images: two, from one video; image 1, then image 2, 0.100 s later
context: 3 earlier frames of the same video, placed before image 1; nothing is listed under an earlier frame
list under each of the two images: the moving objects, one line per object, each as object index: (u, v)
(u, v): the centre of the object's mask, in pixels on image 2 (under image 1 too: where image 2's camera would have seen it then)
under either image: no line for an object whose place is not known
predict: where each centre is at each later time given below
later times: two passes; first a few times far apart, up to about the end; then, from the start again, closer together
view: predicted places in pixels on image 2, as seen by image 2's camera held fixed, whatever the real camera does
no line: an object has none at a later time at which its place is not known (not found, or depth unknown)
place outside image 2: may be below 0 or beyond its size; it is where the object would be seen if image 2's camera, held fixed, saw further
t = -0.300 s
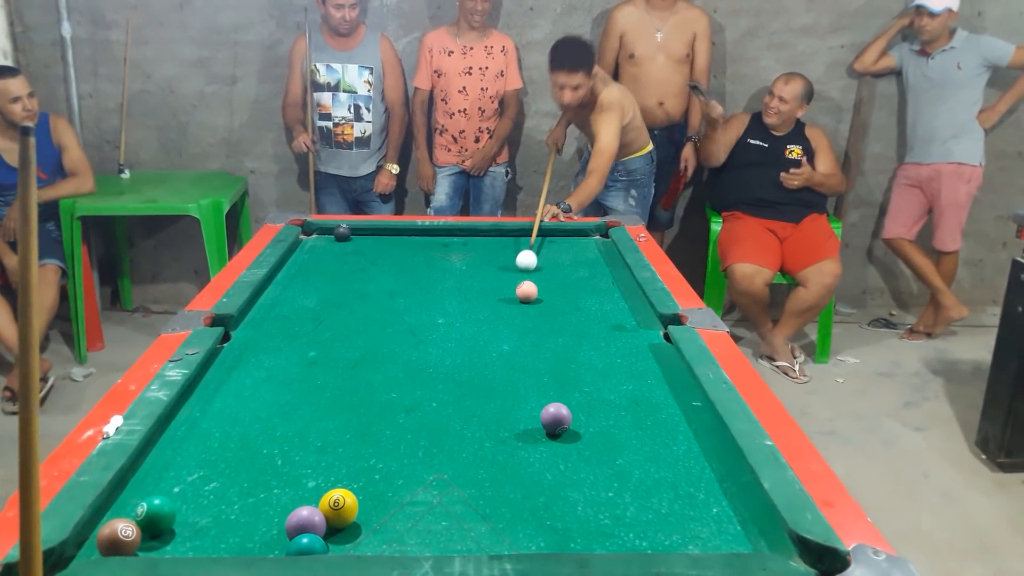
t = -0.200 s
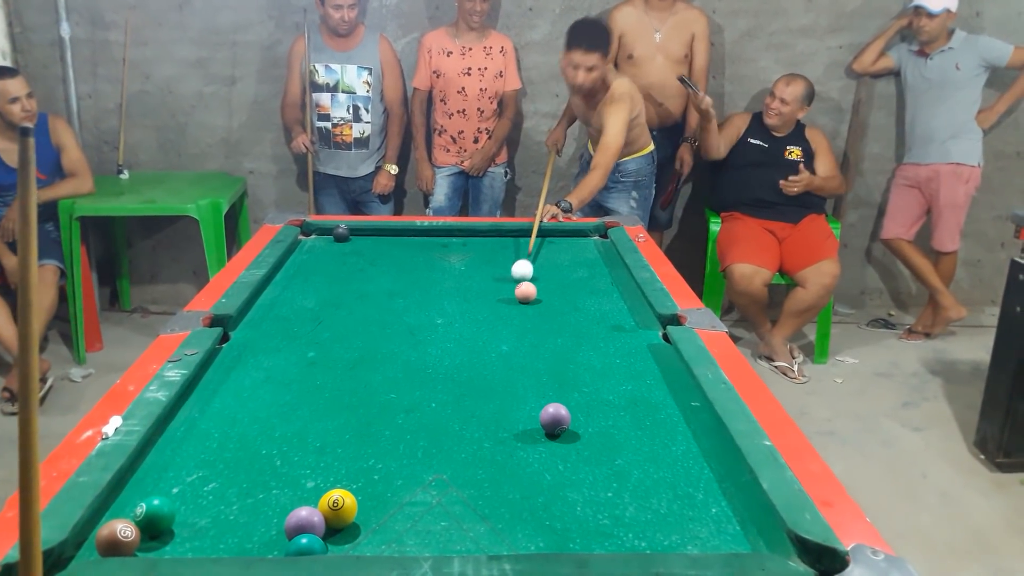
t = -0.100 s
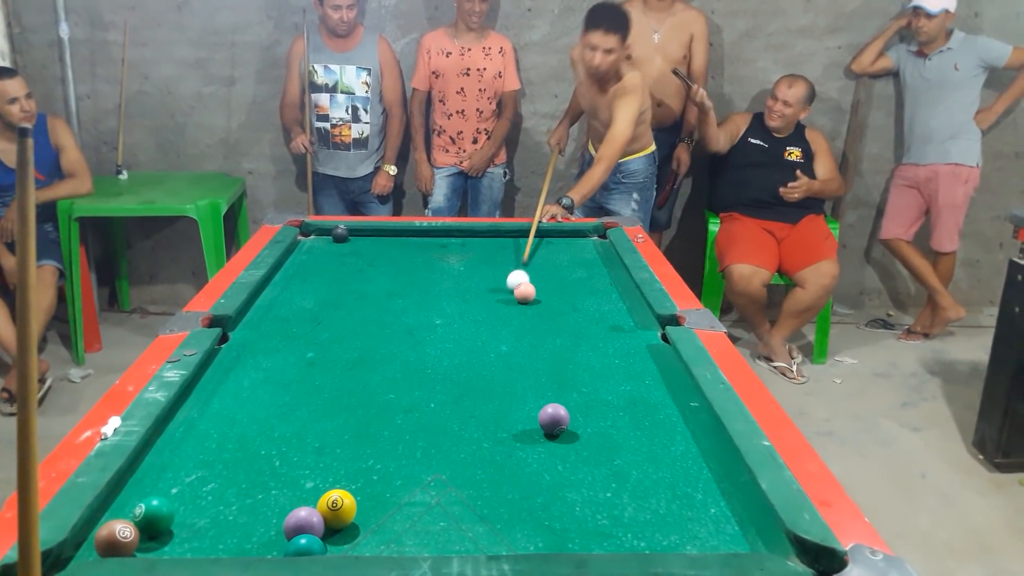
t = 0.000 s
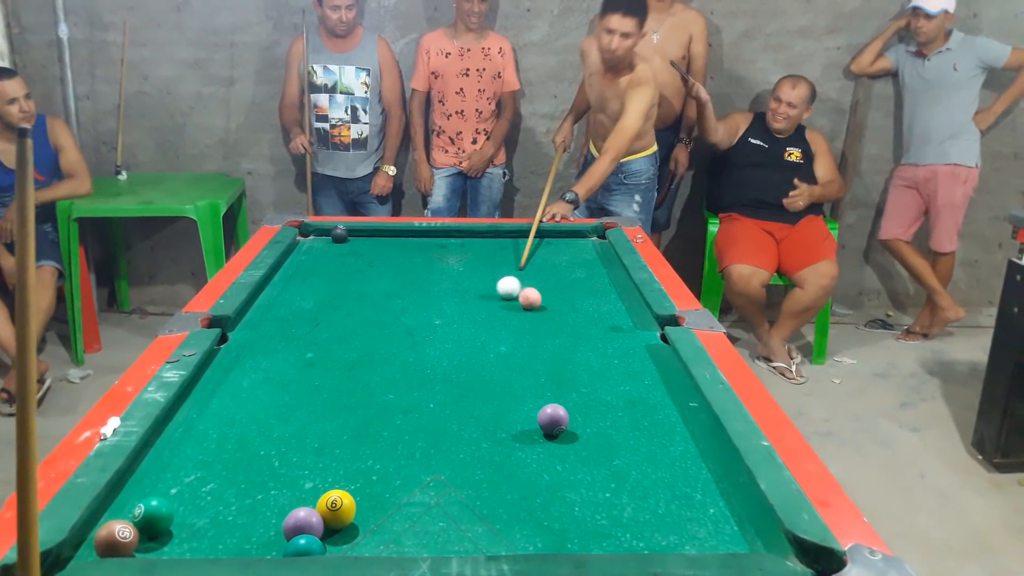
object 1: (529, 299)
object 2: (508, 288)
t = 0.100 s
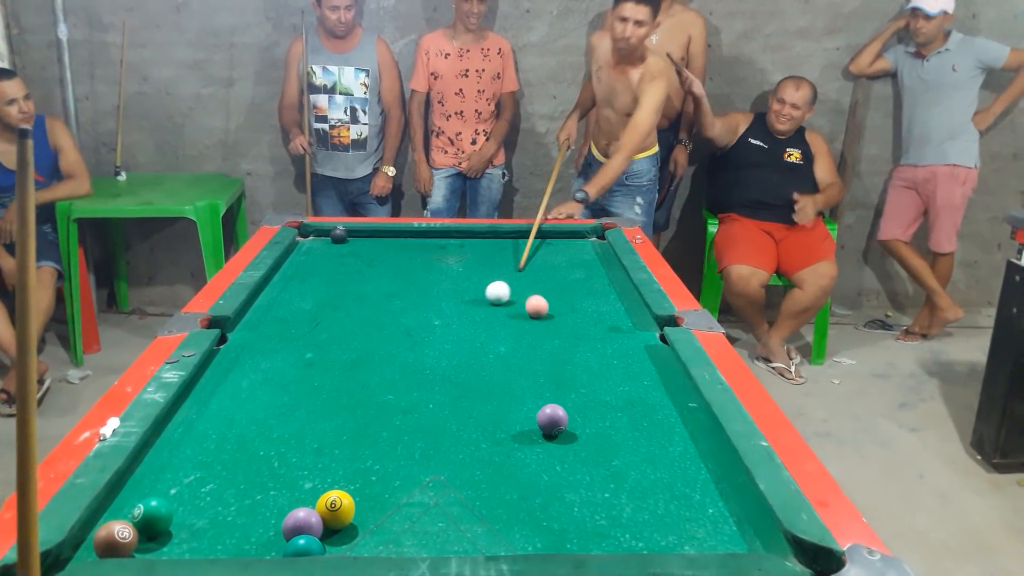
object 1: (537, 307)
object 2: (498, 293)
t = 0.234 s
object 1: (547, 317)
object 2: (484, 299)
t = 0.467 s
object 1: (566, 336)
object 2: (460, 310)
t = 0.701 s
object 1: (586, 356)
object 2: (437, 321)
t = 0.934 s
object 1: (609, 377)
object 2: (414, 332)
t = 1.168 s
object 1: (632, 400)
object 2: (392, 344)
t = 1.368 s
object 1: (655, 421)
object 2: (374, 354)
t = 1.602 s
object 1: (682, 446)
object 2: (353, 365)
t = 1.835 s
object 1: (711, 472)
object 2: (333, 375)
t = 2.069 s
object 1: (740, 498)
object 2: (315, 386)
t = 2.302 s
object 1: (740, 517)
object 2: (298, 395)
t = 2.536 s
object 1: (740, 534)
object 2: (282, 403)
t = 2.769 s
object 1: (739, 542)
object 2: (267, 411)
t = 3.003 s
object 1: (731, 538)
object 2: (255, 417)
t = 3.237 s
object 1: (724, 535)
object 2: (245, 423)
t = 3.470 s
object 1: (720, 533)
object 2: (239, 427)
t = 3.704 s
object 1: (719, 533)
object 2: (234, 429)
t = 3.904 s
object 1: (721, 534)
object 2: (233, 430)
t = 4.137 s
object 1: (721, 534)
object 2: (233, 430)
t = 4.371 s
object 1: (720, 533)
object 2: (234, 429)
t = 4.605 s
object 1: (720, 533)
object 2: (234, 429)
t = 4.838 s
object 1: (720, 533)
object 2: (233, 429)
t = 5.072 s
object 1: (720, 534)
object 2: (233, 429)
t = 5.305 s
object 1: (721, 534)
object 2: (233, 430)
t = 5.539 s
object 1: (721, 534)
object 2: (233, 430)
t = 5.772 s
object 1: (721, 534)
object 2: (233, 429)
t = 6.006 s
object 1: (721, 534)
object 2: (233, 429)
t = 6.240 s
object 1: (721, 534)
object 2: (233, 430)
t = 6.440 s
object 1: (721, 534)
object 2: (233, 430)
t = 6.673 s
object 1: (721, 534)
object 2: (233, 430)
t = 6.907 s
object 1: (721, 534)
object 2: (233, 430)
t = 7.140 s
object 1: (721, 534)
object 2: (233, 429)
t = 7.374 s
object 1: (721, 534)
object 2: (233, 429)
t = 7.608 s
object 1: (721, 534)
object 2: (233, 429)
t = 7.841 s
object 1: (721, 534)
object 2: (233, 429)
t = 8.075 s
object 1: (721, 534)
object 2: (233, 429)
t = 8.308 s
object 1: (721, 534)
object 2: (233, 430)
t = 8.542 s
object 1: (721, 534)
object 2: (233, 429)
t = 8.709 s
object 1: (721, 534)
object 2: (233, 429)
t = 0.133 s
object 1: (539, 309)
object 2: (494, 294)
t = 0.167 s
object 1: (542, 311)
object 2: (491, 296)
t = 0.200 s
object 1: (544, 314)
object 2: (488, 297)
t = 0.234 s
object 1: (547, 317)
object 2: (484, 299)
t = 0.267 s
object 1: (549, 320)
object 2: (481, 300)
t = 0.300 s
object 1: (552, 322)
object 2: (477, 302)
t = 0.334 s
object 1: (555, 325)
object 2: (474, 304)
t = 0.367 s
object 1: (558, 327)
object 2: (471, 305)
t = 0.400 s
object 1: (560, 330)
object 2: (467, 307)
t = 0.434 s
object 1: (563, 333)
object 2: (464, 308)
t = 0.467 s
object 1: (566, 336)
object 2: (460, 310)
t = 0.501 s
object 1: (569, 339)
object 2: (457, 311)
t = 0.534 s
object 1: (572, 341)
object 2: (454, 313)
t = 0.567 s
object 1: (575, 344)
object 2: (450, 314)
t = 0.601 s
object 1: (578, 347)
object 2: (447, 316)
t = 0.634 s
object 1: (580, 350)
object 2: (444, 318)
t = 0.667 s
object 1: (583, 353)
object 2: (441, 319)
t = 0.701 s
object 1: (586, 356)
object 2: (437, 321)
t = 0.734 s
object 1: (590, 358)
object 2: (434, 323)
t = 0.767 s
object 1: (593, 362)
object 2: (431, 324)
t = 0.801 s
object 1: (596, 365)
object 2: (427, 326)
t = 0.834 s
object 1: (599, 368)
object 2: (424, 327)
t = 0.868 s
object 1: (602, 371)
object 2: (421, 329)
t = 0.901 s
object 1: (605, 374)
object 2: (417, 331)
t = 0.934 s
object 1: (609, 377)
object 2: (414, 332)
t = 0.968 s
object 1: (612, 381)
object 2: (411, 334)
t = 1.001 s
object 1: (615, 384)
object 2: (408, 336)
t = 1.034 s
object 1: (619, 387)
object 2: (405, 337)
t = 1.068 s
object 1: (622, 391)
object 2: (402, 339)
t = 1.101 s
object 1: (626, 394)
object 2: (399, 341)
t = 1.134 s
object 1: (629, 397)
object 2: (395, 342)
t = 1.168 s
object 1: (632, 400)
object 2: (392, 344)
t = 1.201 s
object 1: (636, 404)
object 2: (389, 346)
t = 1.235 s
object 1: (640, 407)
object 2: (386, 347)
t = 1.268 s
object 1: (643, 411)
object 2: (383, 349)
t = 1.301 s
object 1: (647, 414)
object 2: (380, 350)
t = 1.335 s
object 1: (651, 418)
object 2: (377, 352)
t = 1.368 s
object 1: (655, 421)
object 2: (374, 354)
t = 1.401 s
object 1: (658, 425)
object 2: (371, 355)
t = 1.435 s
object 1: (662, 428)
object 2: (368, 357)
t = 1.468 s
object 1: (666, 432)
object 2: (365, 358)
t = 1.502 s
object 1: (670, 436)
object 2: (362, 360)
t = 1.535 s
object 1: (674, 439)
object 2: (359, 362)
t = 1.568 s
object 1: (678, 443)
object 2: (356, 363)
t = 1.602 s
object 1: (682, 446)
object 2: (353, 365)
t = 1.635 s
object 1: (686, 450)
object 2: (350, 366)
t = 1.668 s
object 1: (690, 454)
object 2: (348, 368)
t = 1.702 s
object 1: (694, 458)
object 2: (345, 370)
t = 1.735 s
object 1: (698, 461)
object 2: (342, 371)
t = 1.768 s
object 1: (703, 465)
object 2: (339, 372)
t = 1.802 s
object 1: (707, 468)
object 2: (336, 374)
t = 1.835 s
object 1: (711, 472)
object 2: (333, 375)
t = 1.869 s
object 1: (715, 476)
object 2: (331, 377)
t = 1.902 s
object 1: (720, 480)
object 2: (328, 378)
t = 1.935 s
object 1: (724, 483)
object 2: (325, 380)
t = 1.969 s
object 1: (728, 487)
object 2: (322, 381)
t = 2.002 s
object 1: (732, 490)
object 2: (320, 383)
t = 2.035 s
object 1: (737, 494)
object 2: (317, 384)
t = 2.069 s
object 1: (740, 498)
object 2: (315, 386)
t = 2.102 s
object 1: (740, 501)
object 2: (312, 387)
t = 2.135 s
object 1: (740, 504)
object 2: (310, 388)
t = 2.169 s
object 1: (740, 506)
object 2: (307, 389)
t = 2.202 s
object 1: (740, 509)
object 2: (305, 391)
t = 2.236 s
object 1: (741, 512)
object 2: (302, 392)
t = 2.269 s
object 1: (740, 515)
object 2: (300, 393)
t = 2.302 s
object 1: (740, 517)
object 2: (298, 395)
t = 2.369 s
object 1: (740, 523)
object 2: (293, 397)
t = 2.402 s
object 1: (740, 525)
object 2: (291, 398)
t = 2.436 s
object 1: (740, 528)
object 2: (288, 400)
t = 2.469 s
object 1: (740, 531)
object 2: (286, 401)
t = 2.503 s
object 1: (740, 532)
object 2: (284, 402)
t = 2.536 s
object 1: (740, 534)
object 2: (282, 403)
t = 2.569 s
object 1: (740, 536)
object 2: (279, 405)
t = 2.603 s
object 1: (740, 537)
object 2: (277, 406)
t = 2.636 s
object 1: (740, 538)
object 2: (275, 407)
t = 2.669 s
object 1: (739, 539)
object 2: (273, 408)
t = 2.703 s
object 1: (739, 541)
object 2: (271, 409)
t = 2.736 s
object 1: (739, 542)
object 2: (269, 410)
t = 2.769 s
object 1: (739, 542)
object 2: (267, 411)
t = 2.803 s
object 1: (737, 542)
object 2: (265, 412)
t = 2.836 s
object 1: (736, 541)
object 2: (263, 413)
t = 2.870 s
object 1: (735, 540)
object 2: (262, 414)
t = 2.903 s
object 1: (735, 540)
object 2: (260, 415)
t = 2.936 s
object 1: (733, 539)
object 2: (258, 416)
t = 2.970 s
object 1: (732, 538)
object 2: (256, 416)
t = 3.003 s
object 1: (731, 538)
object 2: (255, 417)
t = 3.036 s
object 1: (731, 537)
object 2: (253, 418)
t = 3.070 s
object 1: (729, 537)
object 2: (252, 419)
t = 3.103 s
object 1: (728, 537)
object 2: (250, 419)
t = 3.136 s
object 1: (727, 536)
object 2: (249, 421)
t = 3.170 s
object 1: (726, 536)
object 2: (248, 421)
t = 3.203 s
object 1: (725, 535)
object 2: (246, 422)
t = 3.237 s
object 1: (724, 535)
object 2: (245, 423)
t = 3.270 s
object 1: (724, 535)
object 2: (244, 424)
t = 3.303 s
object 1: (723, 534)
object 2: (243, 424)
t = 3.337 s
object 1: (722, 534)
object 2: (242, 425)
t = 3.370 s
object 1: (722, 534)
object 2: (241, 425)
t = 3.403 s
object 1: (721, 534)
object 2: (240, 426)
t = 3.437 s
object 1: (721, 533)
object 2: (239, 426)
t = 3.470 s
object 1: (720, 533)
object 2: (239, 427)
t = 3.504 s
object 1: (719, 533)
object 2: (238, 428)
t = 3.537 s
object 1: (719, 533)
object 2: (237, 428)
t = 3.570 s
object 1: (719, 533)
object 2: (236, 428)
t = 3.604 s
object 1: (719, 533)
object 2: (236, 428)
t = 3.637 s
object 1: (719, 533)
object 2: (235, 429)
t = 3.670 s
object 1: (719, 533)
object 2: (235, 429)
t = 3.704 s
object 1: (719, 533)
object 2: (234, 429)
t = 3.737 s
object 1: (720, 533)
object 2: (234, 429)
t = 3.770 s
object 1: (720, 533)
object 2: (233, 429)
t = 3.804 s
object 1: (720, 534)
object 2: (233, 429)
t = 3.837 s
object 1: (720, 534)
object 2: (233, 430)
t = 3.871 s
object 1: (721, 534)
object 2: (233, 429)
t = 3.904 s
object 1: (721, 534)
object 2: (233, 430)
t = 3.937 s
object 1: (721, 534)
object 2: (233, 430)
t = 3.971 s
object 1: (721, 534)
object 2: (233, 430)
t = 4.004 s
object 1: (721, 534)
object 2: (233, 429)
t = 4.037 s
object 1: (721, 534)
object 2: (233, 430)
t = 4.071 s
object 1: (721, 534)
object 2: (233, 429)
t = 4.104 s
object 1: (721, 534)
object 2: (233, 430)
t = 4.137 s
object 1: (721, 534)
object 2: (233, 430)
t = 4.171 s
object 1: (721, 534)
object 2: (233, 429)
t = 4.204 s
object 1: (721, 534)
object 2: (233, 430)
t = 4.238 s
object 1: (721, 534)
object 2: (233, 430)
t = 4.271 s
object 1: (721, 533)
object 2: (233, 430)
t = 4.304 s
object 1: (721, 533)
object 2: (233, 429)
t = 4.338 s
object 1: (721, 533)
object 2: (233, 429)
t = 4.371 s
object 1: (720, 533)
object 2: (234, 429)
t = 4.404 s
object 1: (720, 533)
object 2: (234, 429)
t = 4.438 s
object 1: (720, 533)
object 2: (234, 430)
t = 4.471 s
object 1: (720, 533)
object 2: (234, 429)
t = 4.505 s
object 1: (720, 533)
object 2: (234, 429)
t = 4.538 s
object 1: (720, 533)
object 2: (234, 429)
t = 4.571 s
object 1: (720, 533)
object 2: (234, 429)
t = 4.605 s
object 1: (720, 533)
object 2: (234, 429)
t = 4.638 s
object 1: (720, 533)
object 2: (234, 430)
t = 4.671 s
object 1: (720, 533)
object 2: (234, 429)
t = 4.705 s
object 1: (720, 533)
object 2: (233, 430)
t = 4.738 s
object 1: (720, 533)
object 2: (233, 429)
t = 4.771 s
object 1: (720, 533)
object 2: (233, 430)
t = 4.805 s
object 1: (720, 533)
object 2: (233, 430)
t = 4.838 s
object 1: (720, 533)
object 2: (233, 429)
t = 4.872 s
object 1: (720, 533)
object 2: (233, 429)
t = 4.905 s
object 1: (720, 533)
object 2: (233, 429)
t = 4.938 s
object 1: (720, 533)
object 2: (233, 429)
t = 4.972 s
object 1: (720, 533)
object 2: (233, 429)
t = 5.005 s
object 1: (720, 534)
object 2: (233, 429)
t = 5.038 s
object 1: (720, 534)
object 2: (233, 429)
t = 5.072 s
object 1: (720, 534)
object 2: (233, 429)
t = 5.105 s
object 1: (720, 534)
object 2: (233, 429)
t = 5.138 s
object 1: (720, 534)
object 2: (233, 429)
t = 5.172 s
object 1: (720, 534)
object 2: (233, 429)
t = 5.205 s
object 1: (720, 534)
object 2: (234, 430)
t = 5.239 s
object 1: (721, 534)
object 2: (234, 429)
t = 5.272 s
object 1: (721, 534)
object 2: (233, 429)
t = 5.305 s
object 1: (721, 534)
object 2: (233, 430)
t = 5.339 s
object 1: (721, 534)
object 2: (233, 430)
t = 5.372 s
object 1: (721, 534)
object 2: (233, 430)
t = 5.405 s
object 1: (721, 534)
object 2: (233, 430)
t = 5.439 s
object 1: (721, 534)
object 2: (233, 430)
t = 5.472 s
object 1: (721, 534)
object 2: (233, 430)
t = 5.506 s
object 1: (720, 534)
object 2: (233, 430)
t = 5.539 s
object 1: (721, 534)
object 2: (233, 430)
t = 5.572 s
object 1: (721, 534)
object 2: (233, 430)
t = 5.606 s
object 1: (721, 534)
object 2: (233, 429)
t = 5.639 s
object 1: (721, 534)
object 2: (233, 430)
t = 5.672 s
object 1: (721, 534)
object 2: (233, 430)
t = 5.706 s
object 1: (721, 534)
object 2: (233, 429)
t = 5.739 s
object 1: (721, 534)
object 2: (233, 429)
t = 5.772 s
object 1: (721, 534)
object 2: (233, 429)
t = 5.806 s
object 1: (721, 534)
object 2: (233, 429)
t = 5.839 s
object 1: (721, 534)
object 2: (233, 429)
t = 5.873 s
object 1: (721, 534)
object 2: (233, 429)
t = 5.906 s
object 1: (721, 534)
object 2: (233, 429)
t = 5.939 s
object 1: (721, 534)
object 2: (233, 429)
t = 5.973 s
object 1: (721, 534)
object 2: (233, 429)
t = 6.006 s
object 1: (721, 534)
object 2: (233, 429)
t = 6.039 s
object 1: (721, 534)
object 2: (233, 430)
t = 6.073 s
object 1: (721, 534)
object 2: (233, 430)
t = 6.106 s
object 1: (721, 534)
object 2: (233, 430)
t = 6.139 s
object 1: (720, 534)
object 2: (233, 430)
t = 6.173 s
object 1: (721, 534)
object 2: (233, 430)
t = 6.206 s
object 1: (721, 534)
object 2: (233, 430)
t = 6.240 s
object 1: (721, 534)
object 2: (233, 430)
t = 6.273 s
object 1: (721, 534)
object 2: (233, 430)
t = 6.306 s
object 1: (721, 534)
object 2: (233, 430)
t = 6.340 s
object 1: (721, 534)
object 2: (233, 430)
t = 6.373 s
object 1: (721, 534)
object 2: (233, 430)
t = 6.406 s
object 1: (721, 534)
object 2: (233, 430)
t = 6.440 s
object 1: (721, 534)
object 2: (233, 430)
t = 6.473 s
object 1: (721, 534)
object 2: (233, 430)
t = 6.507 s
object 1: (721, 534)
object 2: (233, 430)
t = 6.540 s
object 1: (721, 534)
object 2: (233, 430)
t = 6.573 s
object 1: (721, 534)
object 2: (233, 429)
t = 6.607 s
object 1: (721, 534)
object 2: (233, 429)
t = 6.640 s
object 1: (721, 534)
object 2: (233, 429)
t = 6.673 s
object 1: (721, 534)
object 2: (233, 430)
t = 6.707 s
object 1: (721, 534)
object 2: (233, 429)
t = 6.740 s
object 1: (721, 534)
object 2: (233, 429)
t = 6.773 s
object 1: (721, 534)
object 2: (233, 429)
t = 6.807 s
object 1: (721, 534)
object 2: (233, 429)
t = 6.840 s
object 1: (721, 534)
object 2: (233, 430)
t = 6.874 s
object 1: (721, 534)
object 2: (233, 429)
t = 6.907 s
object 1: (721, 534)
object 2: (233, 430)
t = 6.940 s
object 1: (721, 534)
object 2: (233, 429)
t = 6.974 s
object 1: (721, 534)
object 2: (233, 429)
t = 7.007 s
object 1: (721, 534)
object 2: (233, 429)
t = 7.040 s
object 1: (721, 534)
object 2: (233, 429)
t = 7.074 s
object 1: (721, 534)
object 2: (233, 429)
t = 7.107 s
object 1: (721, 534)
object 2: (233, 429)
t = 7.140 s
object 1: (721, 534)
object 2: (233, 429)
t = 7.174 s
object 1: (721, 534)
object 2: (233, 429)
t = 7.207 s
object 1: (721, 534)
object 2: (233, 429)
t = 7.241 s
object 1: (721, 534)
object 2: (233, 429)
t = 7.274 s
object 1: (721, 534)
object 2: (233, 429)
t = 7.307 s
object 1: (721, 534)
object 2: (233, 429)
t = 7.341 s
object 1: (721, 534)
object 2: (233, 429)
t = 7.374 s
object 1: (721, 534)
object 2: (233, 429)
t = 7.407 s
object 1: (721, 534)
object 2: (233, 429)
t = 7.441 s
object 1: (721, 534)
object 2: (233, 429)
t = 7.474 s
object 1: (721, 534)
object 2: (233, 429)
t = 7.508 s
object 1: (721, 534)
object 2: (233, 429)
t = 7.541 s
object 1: (721, 534)
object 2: (233, 429)
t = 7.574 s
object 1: (721, 534)
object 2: (233, 429)
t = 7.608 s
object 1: (721, 534)
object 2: (233, 429)
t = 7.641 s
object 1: (721, 534)
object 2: (233, 429)
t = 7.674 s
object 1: (721, 534)
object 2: (233, 429)
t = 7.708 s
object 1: (721, 534)
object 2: (233, 429)
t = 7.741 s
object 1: (721, 534)
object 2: (233, 429)
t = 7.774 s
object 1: (721, 534)
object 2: (233, 429)
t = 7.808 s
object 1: (721, 534)
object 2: (233, 429)
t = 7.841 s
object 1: (721, 534)
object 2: (233, 429)
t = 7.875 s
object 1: (721, 534)
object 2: (233, 430)
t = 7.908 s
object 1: (721, 534)
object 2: (233, 429)
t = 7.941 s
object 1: (721, 534)
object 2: (233, 429)
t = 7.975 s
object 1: (721, 534)
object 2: (233, 430)
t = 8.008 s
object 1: (721, 534)
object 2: (233, 429)
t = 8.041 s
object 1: (721, 534)
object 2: (233, 430)
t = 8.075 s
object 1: (721, 534)
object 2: (233, 429)
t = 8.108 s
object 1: (721, 534)
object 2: (233, 430)
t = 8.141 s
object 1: (721, 534)
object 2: (233, 430)
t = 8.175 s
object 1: (721, 534)
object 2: (233, 429)
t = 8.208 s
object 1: (721, 534)
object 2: (233, 430)
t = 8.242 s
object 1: (721, 534)
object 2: (233, 430)
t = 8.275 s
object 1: (721, 534)
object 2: (233, 430)
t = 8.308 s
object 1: (721, 534)
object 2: (233, 430)
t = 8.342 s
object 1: (721, 534)
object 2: (233, 430)
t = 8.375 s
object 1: (721, 534)
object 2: (233, 430)
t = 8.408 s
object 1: (721, 534)
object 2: (233, 430)
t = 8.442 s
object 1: (721, 534)
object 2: (233, 430)
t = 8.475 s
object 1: (721, 534)
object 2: (233, 429)
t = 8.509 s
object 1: (721, 534)
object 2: (233, 429)
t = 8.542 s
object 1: (721, 534)
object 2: (233, 429)
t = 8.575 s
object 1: (721, 534)
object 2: (233, 429)
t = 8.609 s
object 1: (721, 534)
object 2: (233, 429)
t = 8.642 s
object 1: (721, 534)
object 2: (233, 429)
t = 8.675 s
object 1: (721, 534)
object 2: (233, 429)
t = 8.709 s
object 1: (721, 534)
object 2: (233, 429)
